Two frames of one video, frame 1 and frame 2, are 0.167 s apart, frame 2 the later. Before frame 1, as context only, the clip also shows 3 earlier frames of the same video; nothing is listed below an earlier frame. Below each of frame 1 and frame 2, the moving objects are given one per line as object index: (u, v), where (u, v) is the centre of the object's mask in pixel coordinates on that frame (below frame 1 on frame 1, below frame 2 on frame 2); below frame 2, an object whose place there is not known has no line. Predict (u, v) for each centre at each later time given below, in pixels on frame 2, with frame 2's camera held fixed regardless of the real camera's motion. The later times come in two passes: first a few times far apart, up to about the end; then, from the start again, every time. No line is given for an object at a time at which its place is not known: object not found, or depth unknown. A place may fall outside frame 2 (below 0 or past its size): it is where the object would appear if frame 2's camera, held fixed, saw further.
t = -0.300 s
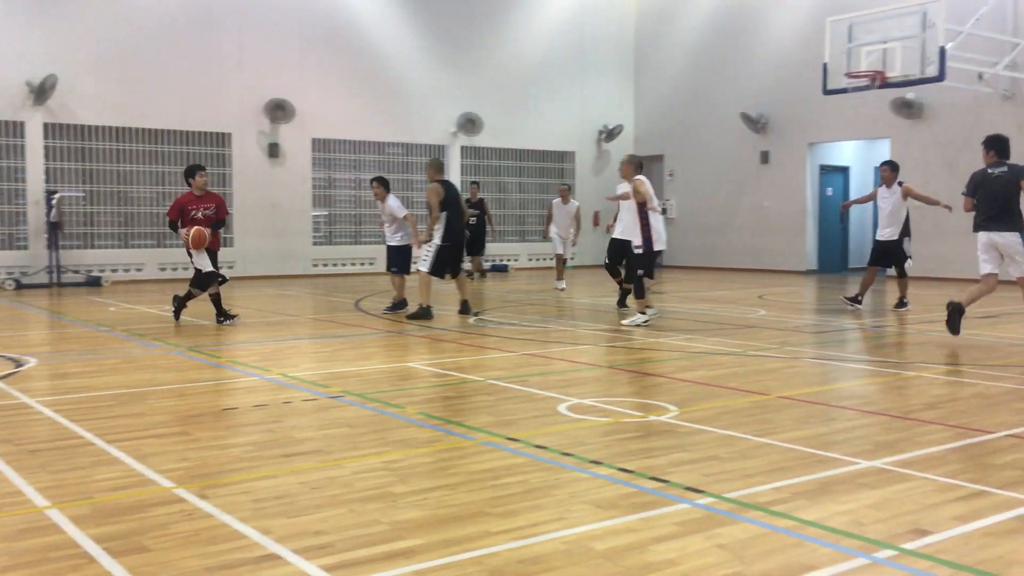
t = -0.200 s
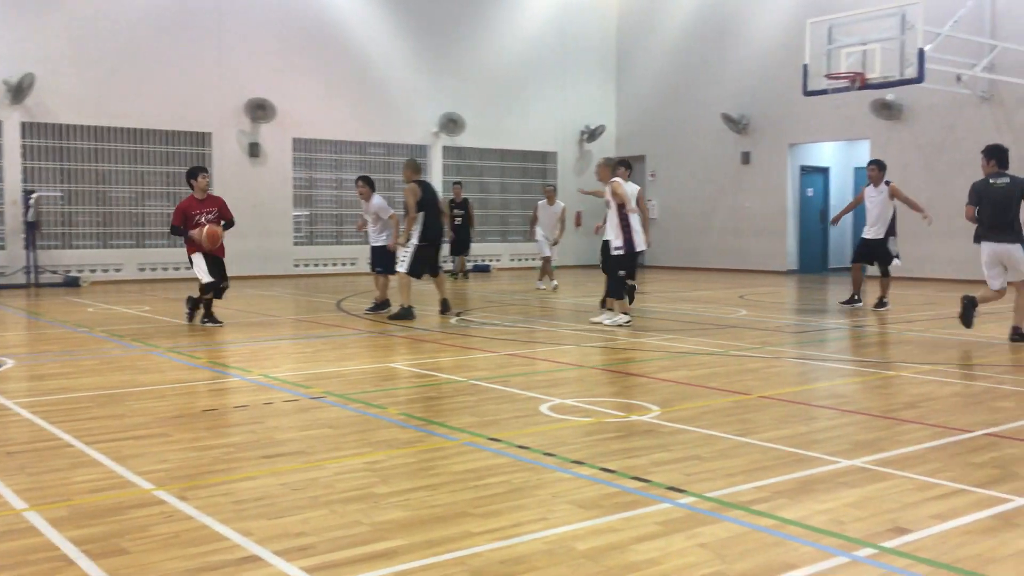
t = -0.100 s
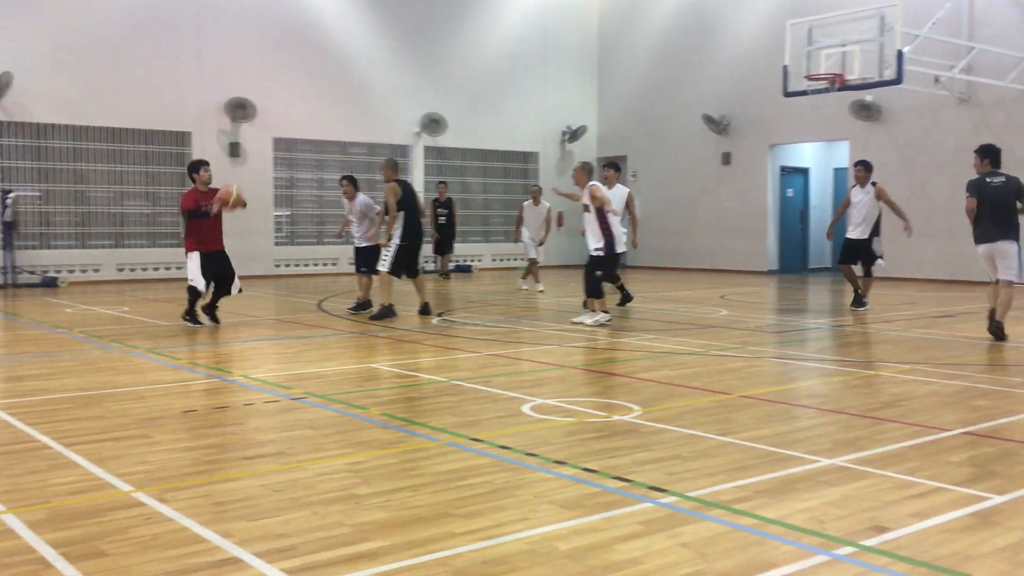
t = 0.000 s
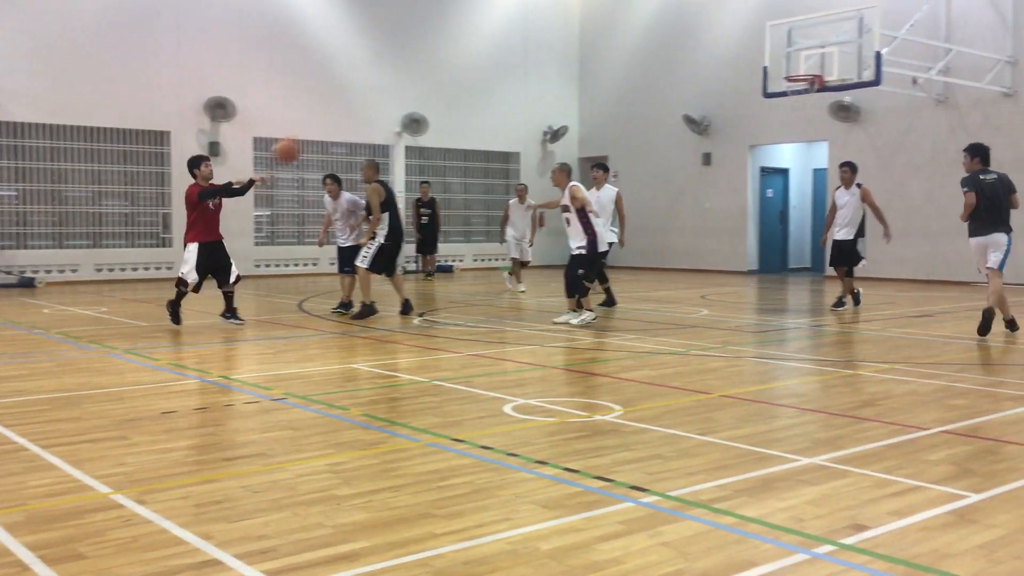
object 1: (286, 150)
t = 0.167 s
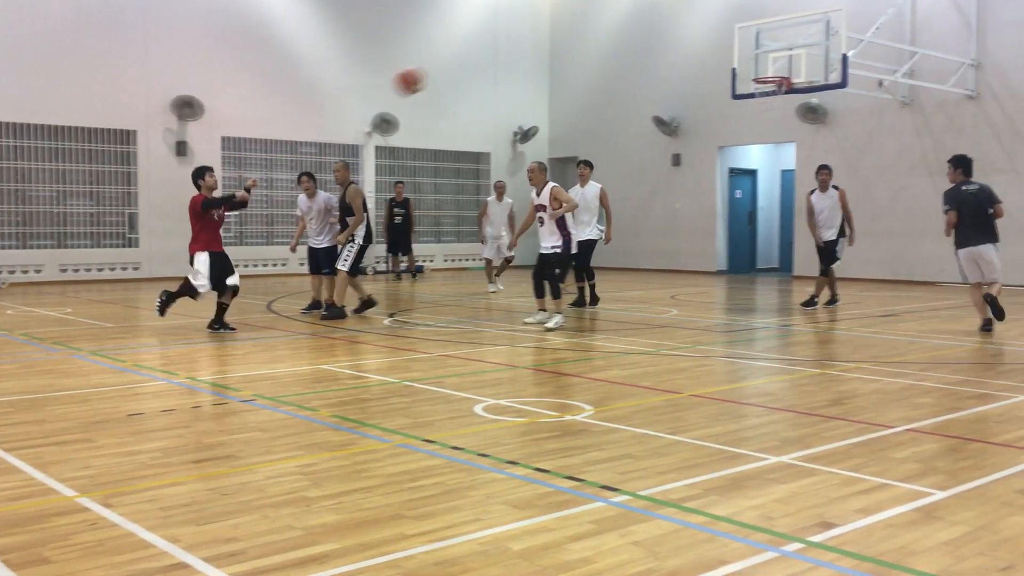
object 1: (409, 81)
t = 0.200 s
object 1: (442, 70)
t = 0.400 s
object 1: (647, 22)
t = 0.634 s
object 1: (918, 17)
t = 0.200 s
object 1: (442, 70)
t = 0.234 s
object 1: (475, 60)
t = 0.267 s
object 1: (509, 51)
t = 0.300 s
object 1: (544, 42)
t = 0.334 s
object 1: (577, 35)
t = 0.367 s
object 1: (611, 28)
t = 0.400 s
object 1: (647, 22)
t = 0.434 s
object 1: (683, 18)
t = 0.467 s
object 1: (719, 15)
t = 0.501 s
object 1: (758, 12)
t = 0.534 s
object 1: (795, 11)
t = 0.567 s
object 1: (837, 13)
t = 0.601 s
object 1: (876, 15)
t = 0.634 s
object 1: (918, 17)
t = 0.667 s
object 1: (960, 21)
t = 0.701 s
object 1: (1004, 26)
